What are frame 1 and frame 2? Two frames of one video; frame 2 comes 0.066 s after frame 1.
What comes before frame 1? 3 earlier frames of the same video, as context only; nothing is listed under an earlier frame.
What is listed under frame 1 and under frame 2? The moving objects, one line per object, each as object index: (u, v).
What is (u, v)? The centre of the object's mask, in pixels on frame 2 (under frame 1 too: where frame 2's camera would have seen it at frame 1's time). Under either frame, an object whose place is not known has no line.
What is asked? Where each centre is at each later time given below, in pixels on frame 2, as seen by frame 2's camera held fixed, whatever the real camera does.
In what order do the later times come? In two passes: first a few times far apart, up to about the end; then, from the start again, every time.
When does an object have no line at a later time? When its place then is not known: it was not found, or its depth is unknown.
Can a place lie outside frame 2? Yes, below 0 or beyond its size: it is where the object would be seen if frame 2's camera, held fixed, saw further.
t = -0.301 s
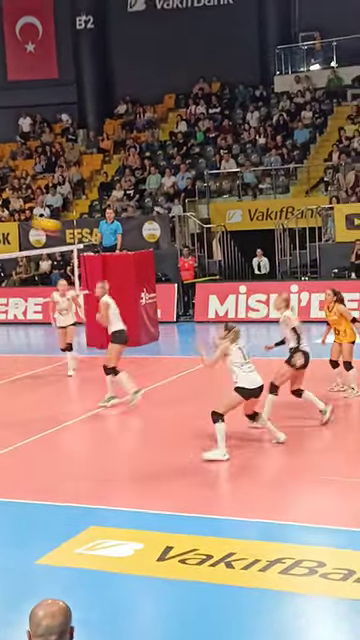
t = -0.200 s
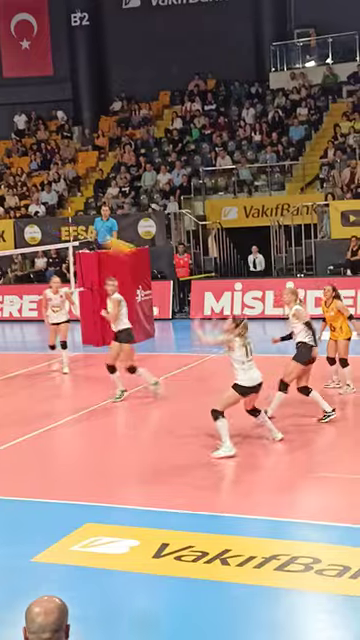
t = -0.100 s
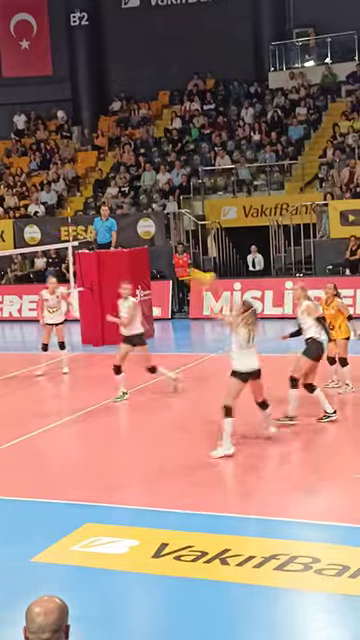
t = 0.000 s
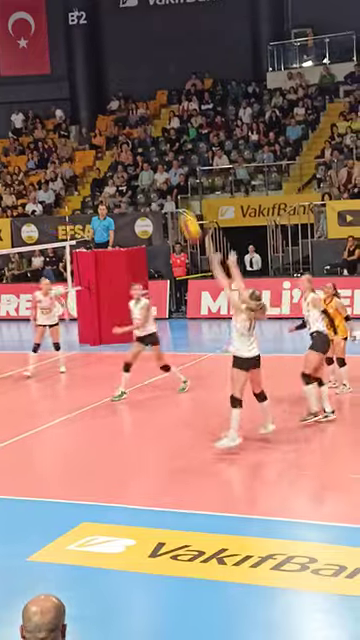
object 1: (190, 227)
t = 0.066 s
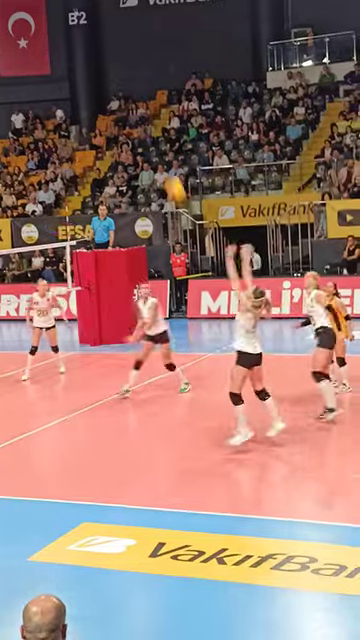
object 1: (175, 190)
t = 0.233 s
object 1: (141, 116)
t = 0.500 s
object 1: (93, 57)
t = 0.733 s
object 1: (60, 53)
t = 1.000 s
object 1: (30, 100)
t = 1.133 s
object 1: (19, 142)
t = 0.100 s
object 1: (167, 173)
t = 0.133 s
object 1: (161, 156)
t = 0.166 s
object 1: (154, 143)
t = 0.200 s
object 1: (147, 130)
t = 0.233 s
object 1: (141, 116)
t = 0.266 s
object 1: (134, 107)
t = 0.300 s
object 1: (128, 96)
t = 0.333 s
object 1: (122, 87)
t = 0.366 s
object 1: (116, 79)
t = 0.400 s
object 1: (110, 72)
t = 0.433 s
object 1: (105, 66)
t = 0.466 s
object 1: (99, 61)
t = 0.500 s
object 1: (93, 57)
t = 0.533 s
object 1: (88, 53)
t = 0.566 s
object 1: (83, 51)
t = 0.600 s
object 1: (78, 49)
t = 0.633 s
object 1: (73, 49)
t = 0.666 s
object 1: (69, 50)
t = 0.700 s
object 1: (64, 51)
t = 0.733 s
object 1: (60, 53)
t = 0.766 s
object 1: (56, 57)
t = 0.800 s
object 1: (52, 60)
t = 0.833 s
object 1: (48, 66)
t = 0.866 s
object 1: (44, 71)
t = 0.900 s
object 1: (40, 77)
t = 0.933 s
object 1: (37, 84)
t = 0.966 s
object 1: (33, 92)
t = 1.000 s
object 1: (30, 100)
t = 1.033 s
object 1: (27, 109)
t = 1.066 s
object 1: (26, 119)
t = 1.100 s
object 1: (21, 129)
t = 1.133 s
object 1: (19, 142)
